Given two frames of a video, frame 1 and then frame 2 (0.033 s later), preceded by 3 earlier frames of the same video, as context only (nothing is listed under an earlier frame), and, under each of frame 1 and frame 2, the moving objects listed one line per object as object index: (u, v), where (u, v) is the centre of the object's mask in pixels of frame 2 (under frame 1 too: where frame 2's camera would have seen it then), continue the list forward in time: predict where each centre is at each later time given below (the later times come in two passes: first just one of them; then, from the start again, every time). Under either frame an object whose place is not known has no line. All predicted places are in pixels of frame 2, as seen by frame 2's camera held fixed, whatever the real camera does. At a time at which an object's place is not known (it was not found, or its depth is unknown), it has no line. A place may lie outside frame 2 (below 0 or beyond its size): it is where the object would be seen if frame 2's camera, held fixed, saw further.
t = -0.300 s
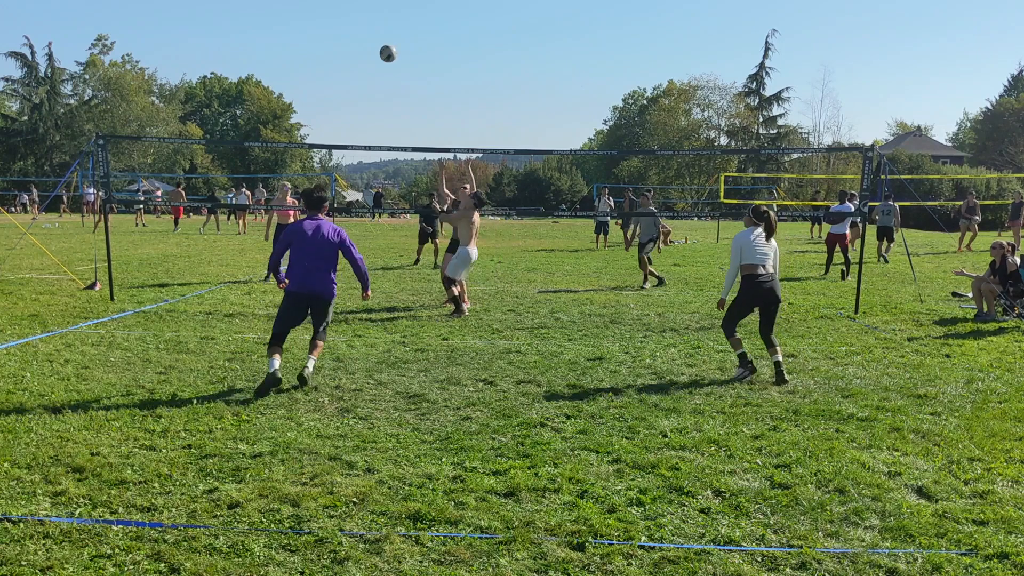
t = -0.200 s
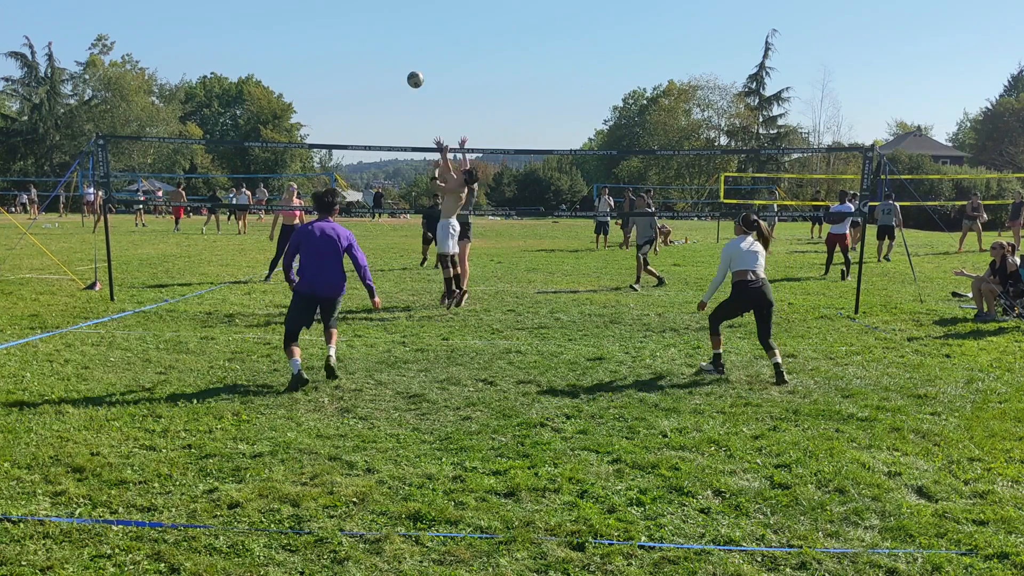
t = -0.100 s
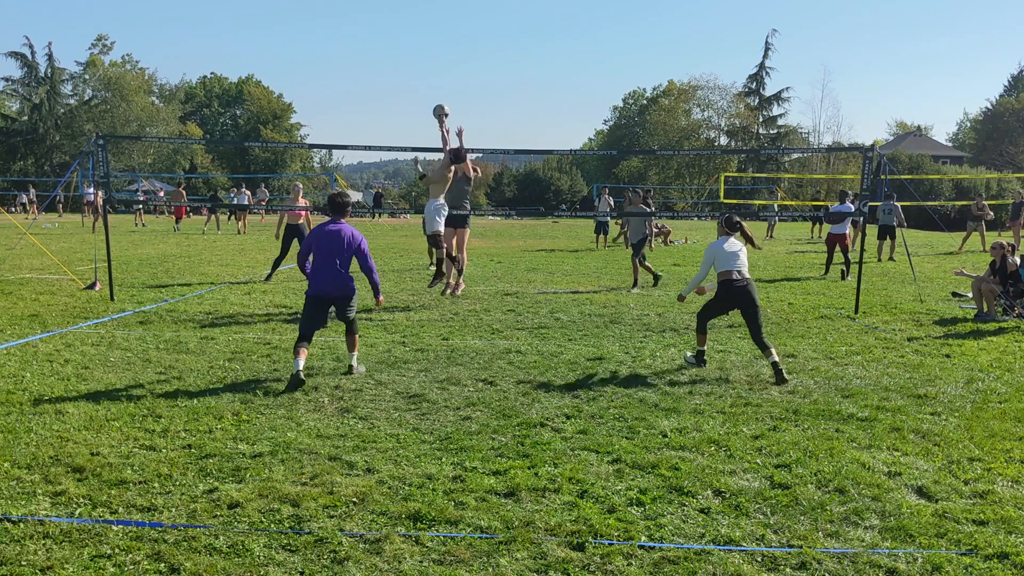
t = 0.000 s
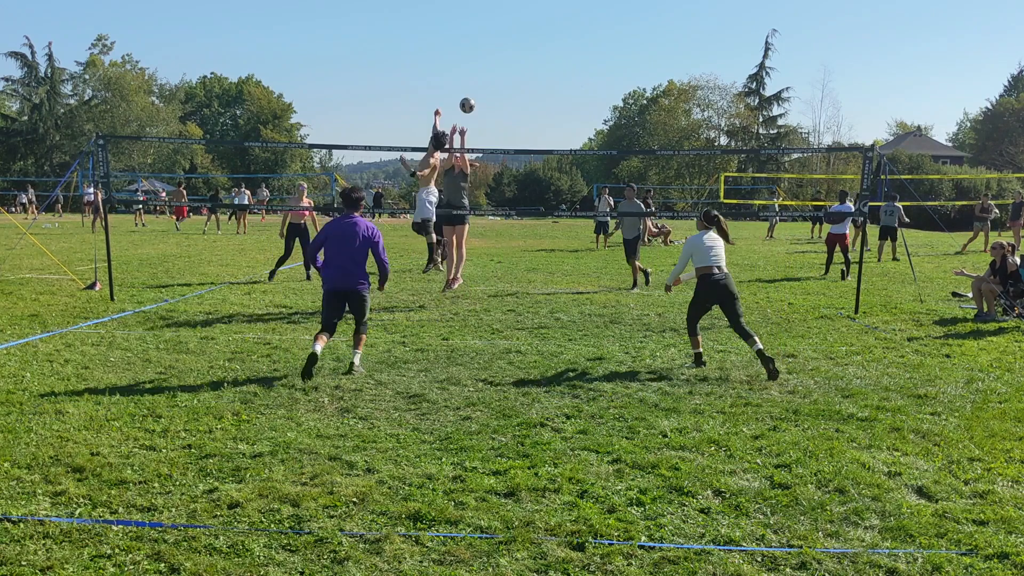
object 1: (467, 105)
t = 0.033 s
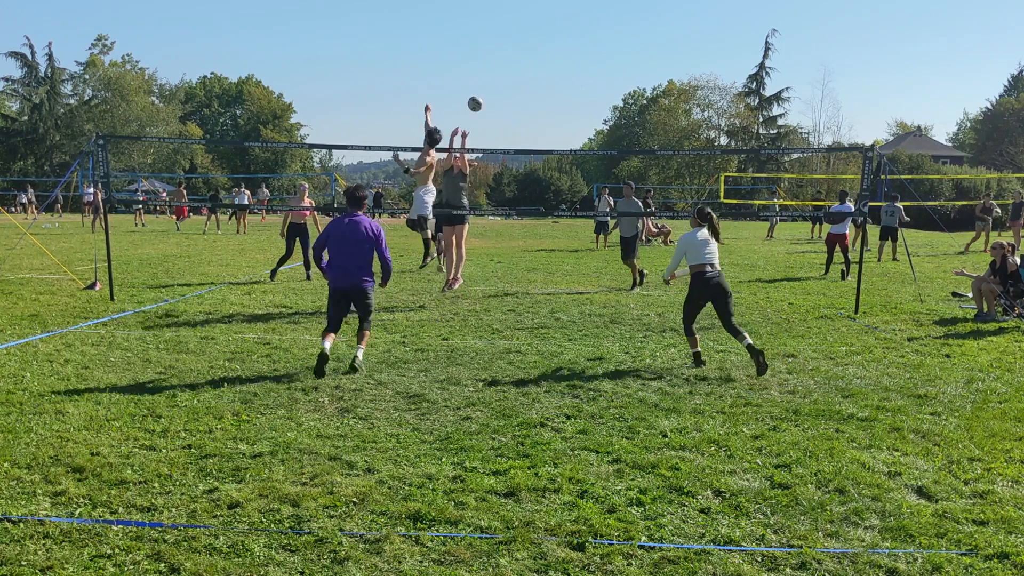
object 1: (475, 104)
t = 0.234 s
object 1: (519, 114)
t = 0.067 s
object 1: (483, 103)
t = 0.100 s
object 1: (490, 104)
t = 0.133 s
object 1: (498, 105)
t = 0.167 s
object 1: (505, 107)
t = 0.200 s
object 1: (512, 110)
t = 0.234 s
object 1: (519, 114)
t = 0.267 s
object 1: (526, 118)
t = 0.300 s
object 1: (532, 123)
